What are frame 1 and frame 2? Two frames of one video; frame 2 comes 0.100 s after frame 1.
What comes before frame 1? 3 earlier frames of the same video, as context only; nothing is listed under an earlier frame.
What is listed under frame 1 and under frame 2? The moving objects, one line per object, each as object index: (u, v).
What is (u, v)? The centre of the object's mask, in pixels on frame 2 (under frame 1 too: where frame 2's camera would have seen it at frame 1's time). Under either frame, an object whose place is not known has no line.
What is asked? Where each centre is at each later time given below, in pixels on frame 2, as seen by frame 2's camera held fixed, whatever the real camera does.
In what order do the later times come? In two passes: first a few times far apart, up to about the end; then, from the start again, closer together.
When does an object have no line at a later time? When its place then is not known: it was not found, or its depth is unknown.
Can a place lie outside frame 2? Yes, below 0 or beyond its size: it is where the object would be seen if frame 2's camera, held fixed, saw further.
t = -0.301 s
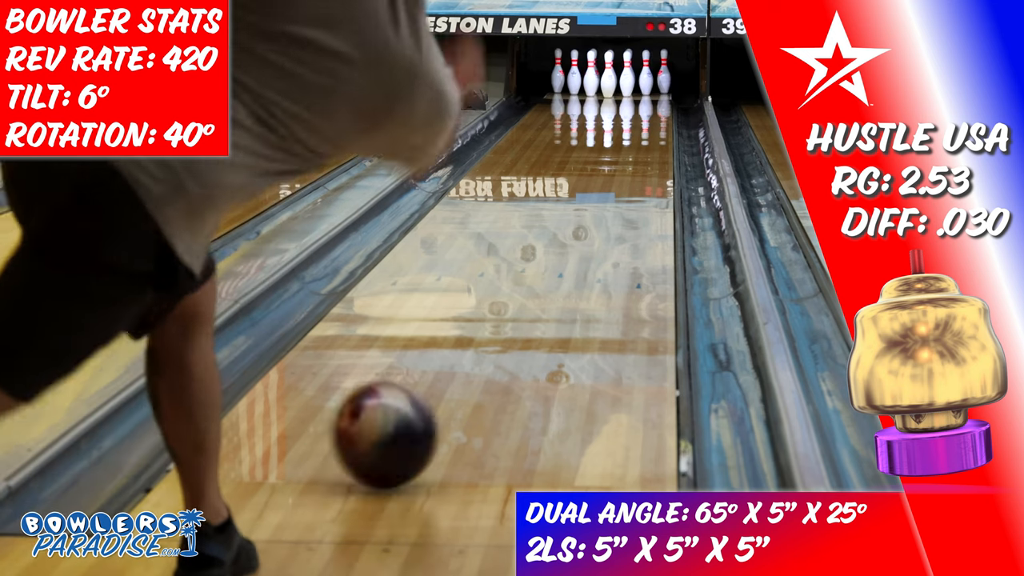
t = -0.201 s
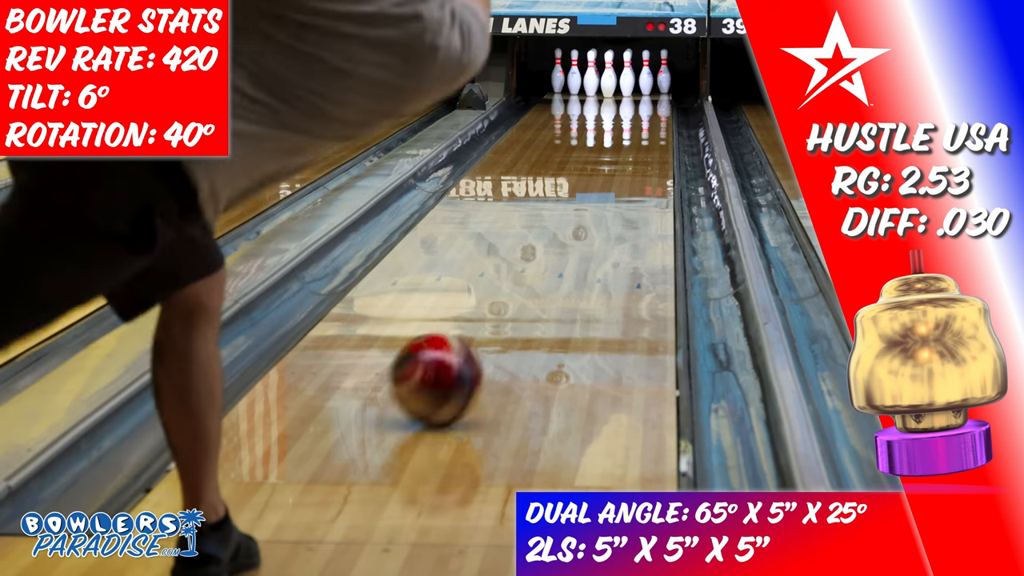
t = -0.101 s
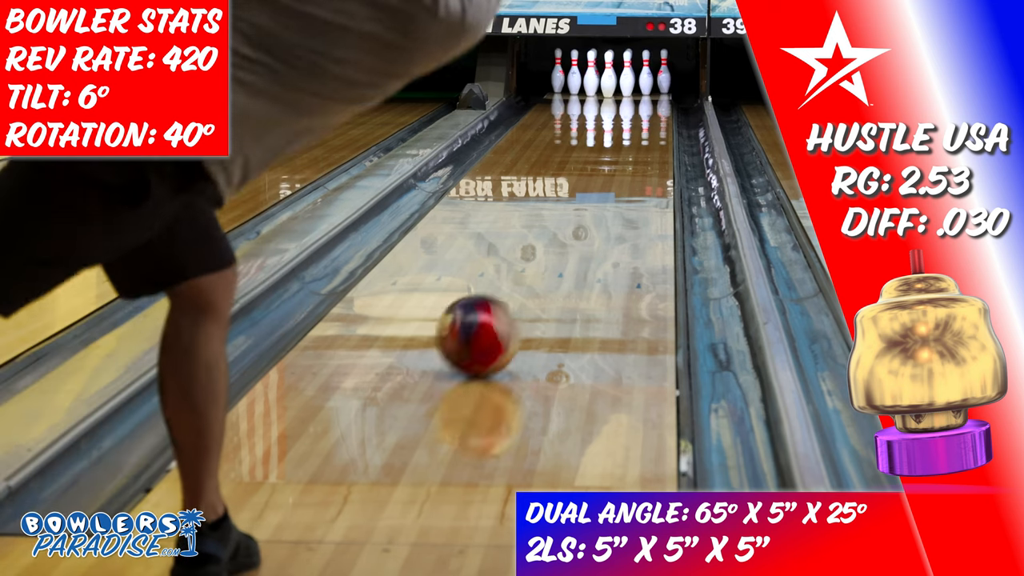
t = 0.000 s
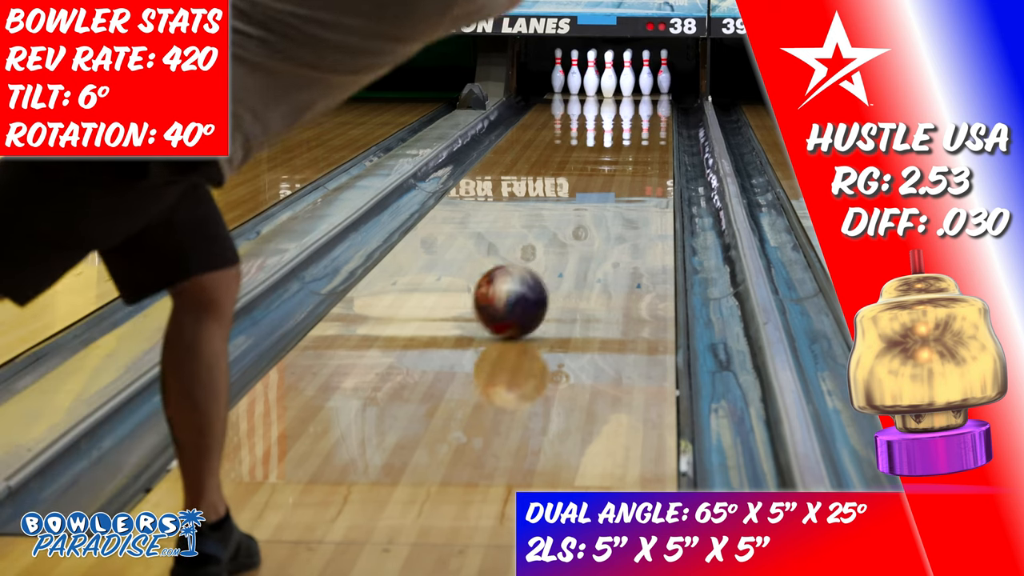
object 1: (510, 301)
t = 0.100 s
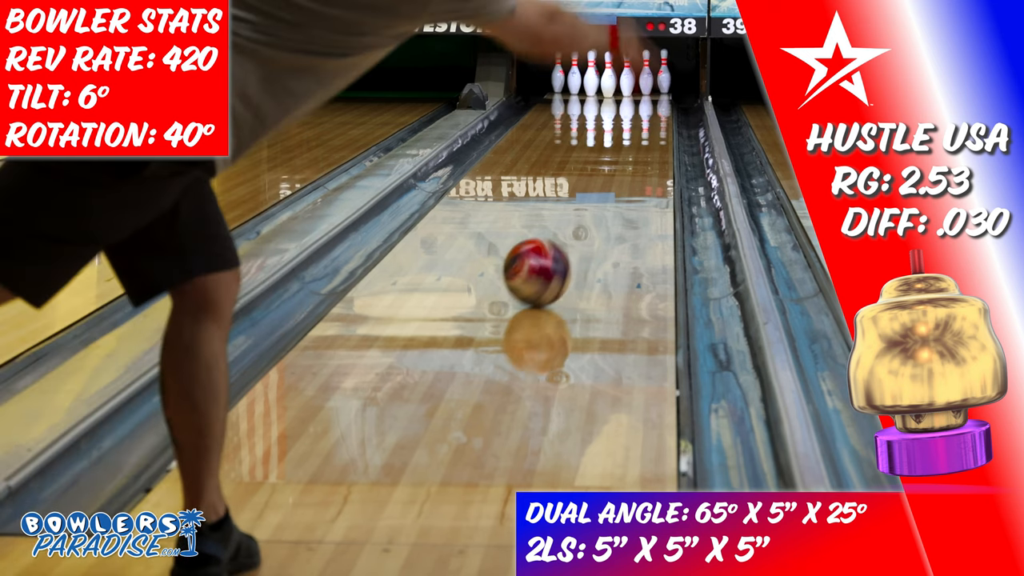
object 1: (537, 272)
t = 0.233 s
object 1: (565, 241)
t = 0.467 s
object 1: (602, 199)
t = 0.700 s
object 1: (626, 168)
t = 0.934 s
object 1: (644, 145)
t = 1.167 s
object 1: (652, 127)
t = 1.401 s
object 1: (655, 113)
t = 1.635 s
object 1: (647, 102)
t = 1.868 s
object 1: (631, 92)
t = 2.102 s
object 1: (614, 85)
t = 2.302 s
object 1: (600, 80)
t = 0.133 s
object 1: (544, 263)
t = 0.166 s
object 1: (552, 255)
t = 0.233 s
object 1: (565, 241)
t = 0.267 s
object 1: (571, 234)
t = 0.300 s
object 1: (577, 227)
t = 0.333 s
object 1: (582, 221)
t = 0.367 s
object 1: (588, 215)
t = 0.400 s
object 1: (592, 209)
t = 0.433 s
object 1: (597, 204)
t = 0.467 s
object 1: (602, 199)
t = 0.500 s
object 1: (606, 194)
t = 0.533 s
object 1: (610, 189)
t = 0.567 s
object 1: (613, 184)
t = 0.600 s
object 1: (617, 180)
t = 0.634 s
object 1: (620, 176)
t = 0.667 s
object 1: (623, 172)
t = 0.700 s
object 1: (626, 168)
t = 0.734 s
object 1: (629, 165)
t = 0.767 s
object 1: (632, 161)
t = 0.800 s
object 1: (635, 158)
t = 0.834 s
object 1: (637, 154)
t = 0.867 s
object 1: (640, 151)
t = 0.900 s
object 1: (641, 149)
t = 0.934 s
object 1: (644, 145)
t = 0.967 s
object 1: (645, 142)
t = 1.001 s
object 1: (647, 140)
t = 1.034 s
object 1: (648, 137)
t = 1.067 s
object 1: (649, 135)
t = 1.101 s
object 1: (650, 132)
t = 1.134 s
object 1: (651, 130)
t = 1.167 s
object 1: (652, 127)
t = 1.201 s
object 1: (653, 125)
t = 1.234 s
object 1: (655, 123)
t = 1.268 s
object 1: (655, 121)
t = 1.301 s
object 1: (654, 119)
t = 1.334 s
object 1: (655, 117)
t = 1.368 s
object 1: (655, 115)
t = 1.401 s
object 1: (655, 113)
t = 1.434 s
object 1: (654, 111)
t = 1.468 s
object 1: (653, 109)
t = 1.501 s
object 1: (653, 108)
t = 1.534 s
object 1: (653, 107)
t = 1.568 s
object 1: (650, 105)
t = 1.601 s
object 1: (649, 103)
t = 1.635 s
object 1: (647, 102)
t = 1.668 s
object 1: (645, 100)
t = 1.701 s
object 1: (644, 98)
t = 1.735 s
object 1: (641, 97)
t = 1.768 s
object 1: (639, 96)
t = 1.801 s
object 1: (637, 95)
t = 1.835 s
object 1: (634, 93)
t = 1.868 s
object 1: (631, 92)
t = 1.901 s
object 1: (629, 91)
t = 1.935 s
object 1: (626, 90)
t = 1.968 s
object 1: (623, 89)
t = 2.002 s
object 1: (620, 88)
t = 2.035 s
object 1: (617, 87)
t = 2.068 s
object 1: (614, 86)
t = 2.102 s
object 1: (614, 85)
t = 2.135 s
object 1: (612, 84)
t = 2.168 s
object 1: (610, 84)
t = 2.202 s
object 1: (608, 83)
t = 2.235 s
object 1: (605, 82)
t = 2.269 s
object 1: (602, 81)
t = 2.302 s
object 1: (600, 80)
